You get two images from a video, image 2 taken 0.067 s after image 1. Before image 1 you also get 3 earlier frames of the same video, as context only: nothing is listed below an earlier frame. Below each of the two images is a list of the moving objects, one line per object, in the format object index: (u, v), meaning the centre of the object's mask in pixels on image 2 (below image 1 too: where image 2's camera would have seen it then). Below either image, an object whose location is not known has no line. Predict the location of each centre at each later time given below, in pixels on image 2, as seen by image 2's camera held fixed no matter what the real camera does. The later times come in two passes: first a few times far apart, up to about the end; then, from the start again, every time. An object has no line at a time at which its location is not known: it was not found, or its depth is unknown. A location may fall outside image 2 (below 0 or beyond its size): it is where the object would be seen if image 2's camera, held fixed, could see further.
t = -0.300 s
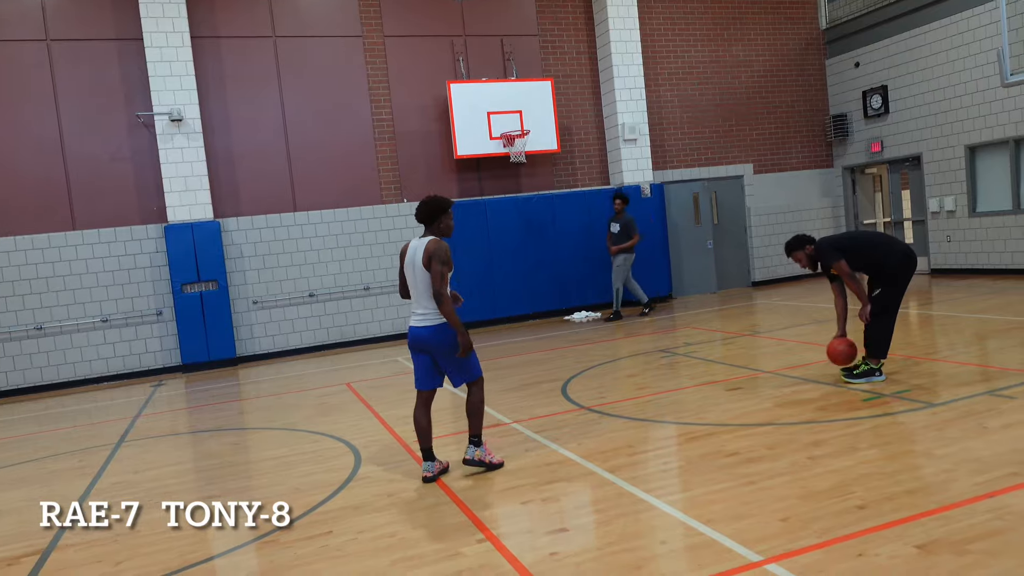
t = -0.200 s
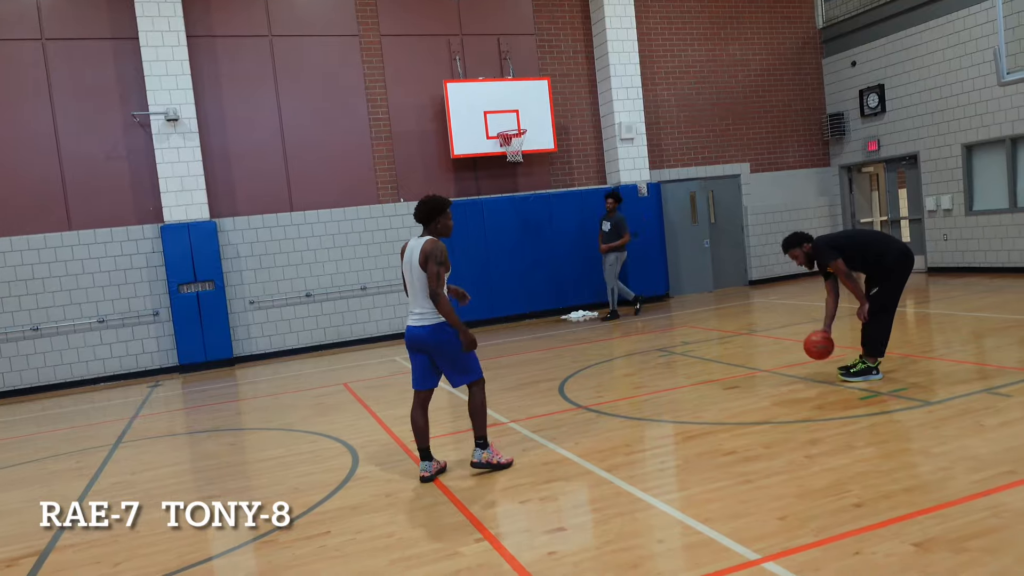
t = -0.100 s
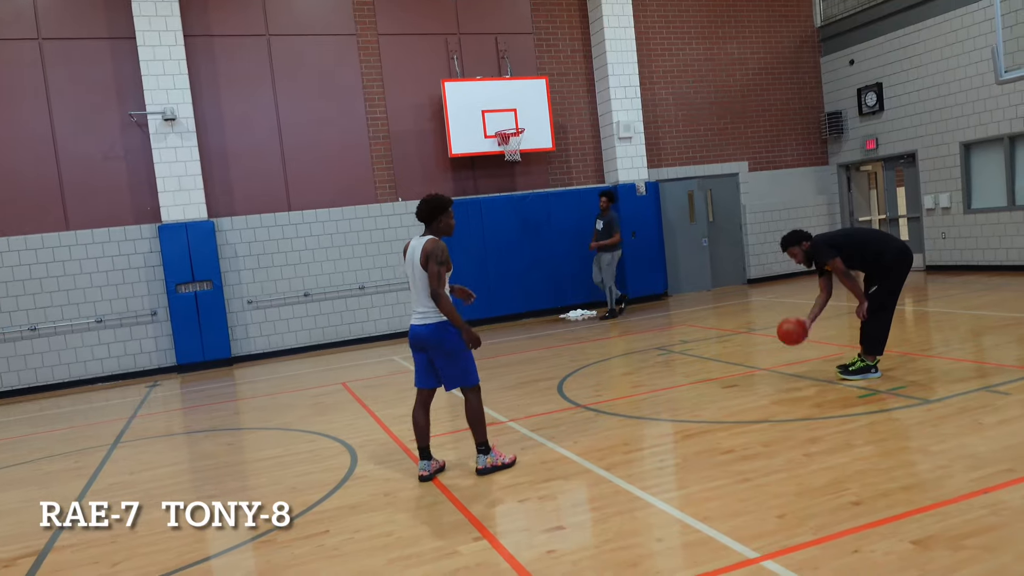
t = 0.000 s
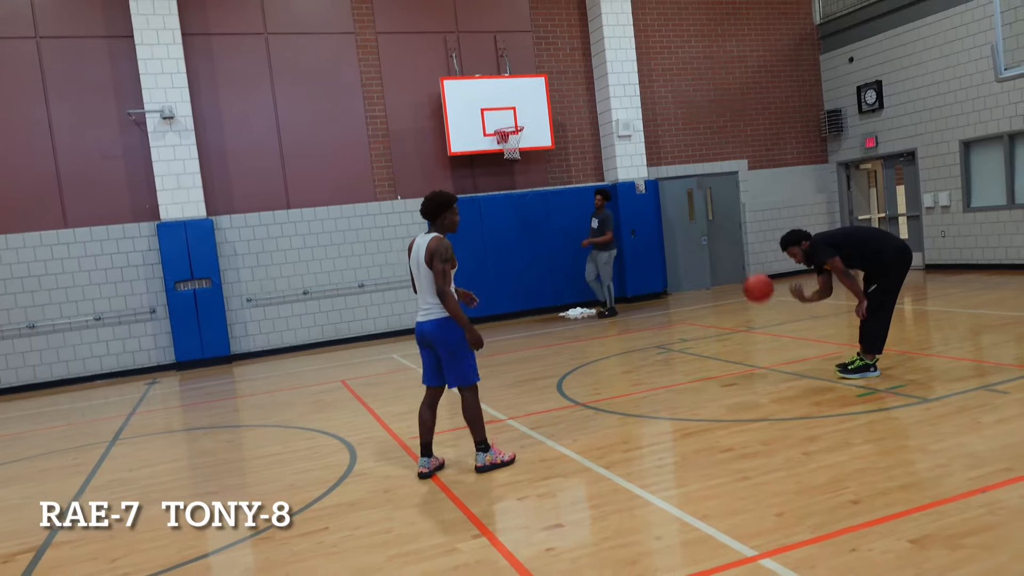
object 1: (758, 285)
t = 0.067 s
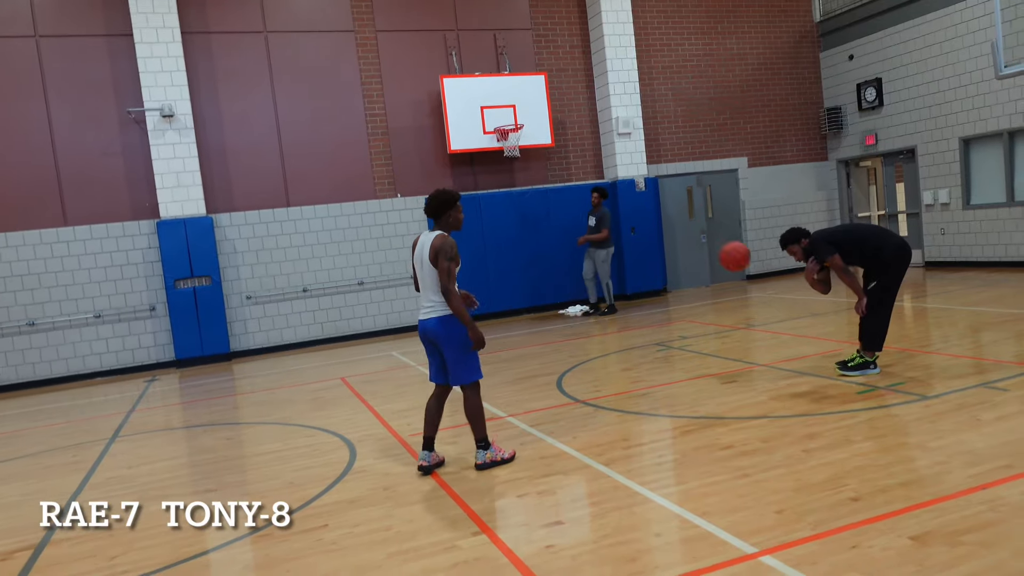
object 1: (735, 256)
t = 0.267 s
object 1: (660, 194)
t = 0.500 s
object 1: (567, 183)
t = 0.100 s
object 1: (723, 243)
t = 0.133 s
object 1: (711, 231)
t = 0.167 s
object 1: (699, 220)
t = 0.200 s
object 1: (685, 210)
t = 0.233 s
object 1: (673, 202)
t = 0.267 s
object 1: (660, 194)
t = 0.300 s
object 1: (647, 189)
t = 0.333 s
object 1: (634, 184)
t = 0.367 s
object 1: (621, 181)
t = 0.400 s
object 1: (608, 179)
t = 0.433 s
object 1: (594, 179)
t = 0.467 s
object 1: (581, 180)
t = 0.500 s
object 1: (567, 183)
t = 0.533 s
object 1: (554, 187)
